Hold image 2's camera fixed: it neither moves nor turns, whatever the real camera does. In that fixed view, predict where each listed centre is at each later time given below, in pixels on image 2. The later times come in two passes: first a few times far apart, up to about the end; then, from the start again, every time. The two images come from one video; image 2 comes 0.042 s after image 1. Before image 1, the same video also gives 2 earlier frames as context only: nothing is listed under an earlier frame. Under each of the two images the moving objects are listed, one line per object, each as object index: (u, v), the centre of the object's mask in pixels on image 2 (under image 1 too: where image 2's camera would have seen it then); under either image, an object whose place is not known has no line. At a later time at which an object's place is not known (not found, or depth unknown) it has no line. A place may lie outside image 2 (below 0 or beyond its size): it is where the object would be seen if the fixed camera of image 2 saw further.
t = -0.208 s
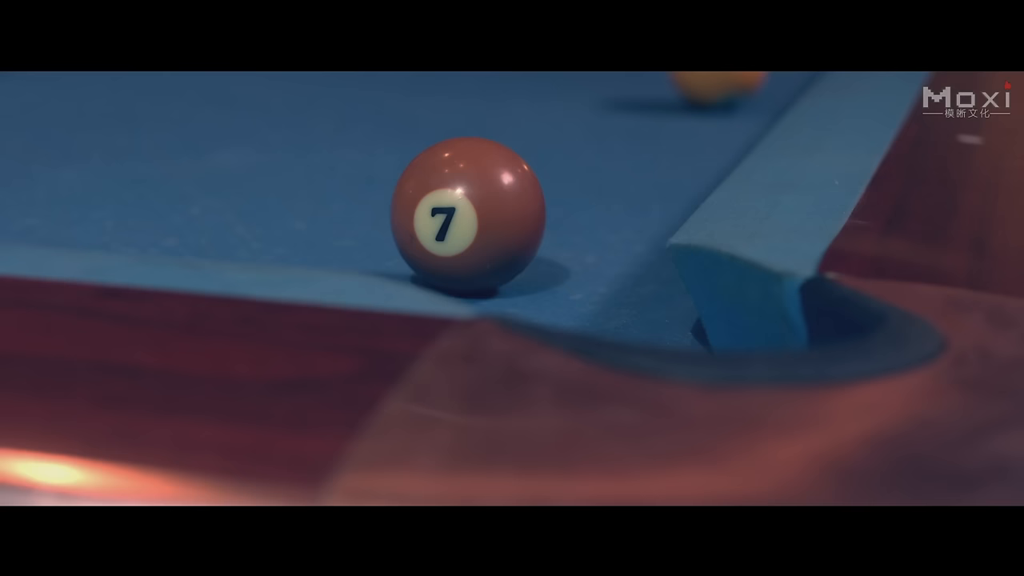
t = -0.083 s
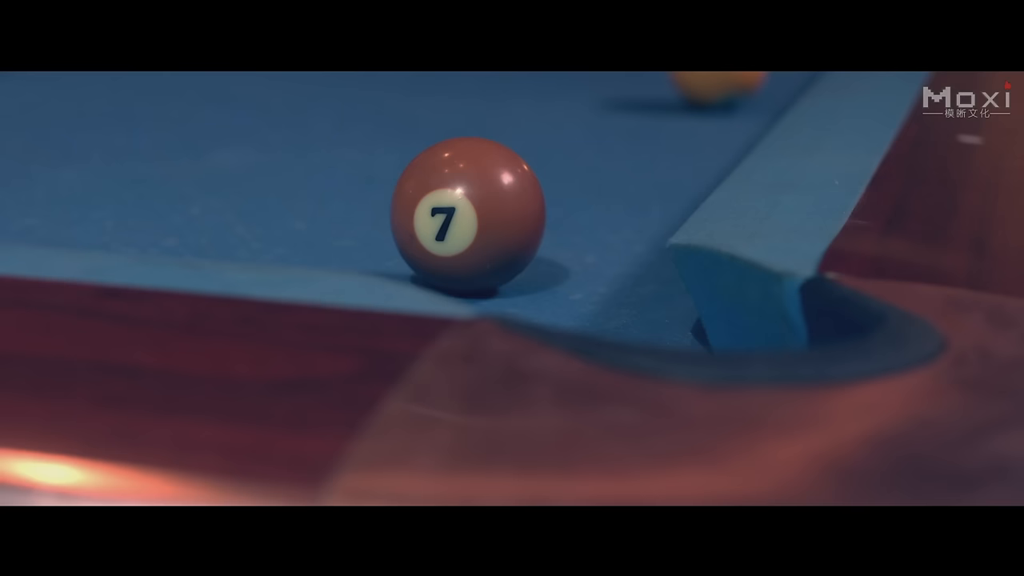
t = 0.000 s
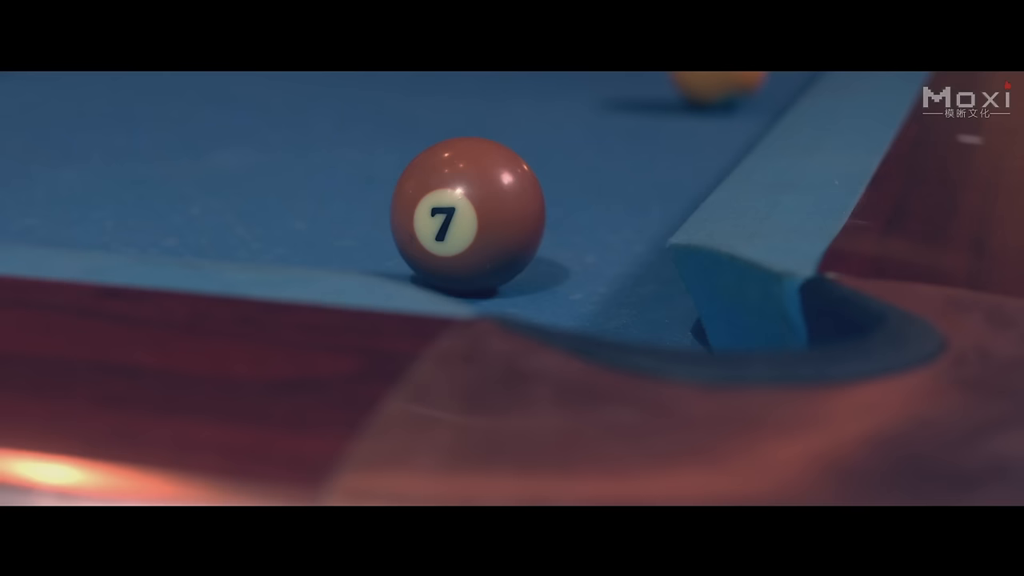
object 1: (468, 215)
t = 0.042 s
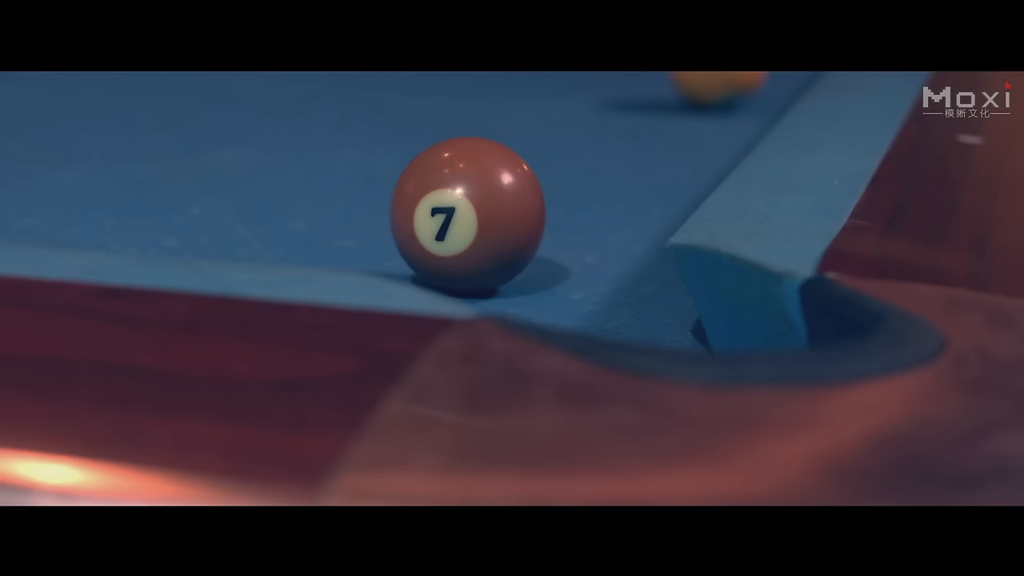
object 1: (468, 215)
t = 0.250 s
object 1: (468, 215)
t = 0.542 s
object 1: (468, 215)
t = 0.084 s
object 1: (468, 215)
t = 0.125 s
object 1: (468, 215)
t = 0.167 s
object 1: (468, 215)
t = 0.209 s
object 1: (468, 215)
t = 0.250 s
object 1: (468, 215)
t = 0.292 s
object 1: (468, 215)
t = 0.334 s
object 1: (468, 215)
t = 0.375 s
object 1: (468, 215)
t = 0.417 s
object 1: (468, 215)
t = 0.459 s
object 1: (468, 215)
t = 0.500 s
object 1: (468, 215)
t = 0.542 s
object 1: (468, 215)
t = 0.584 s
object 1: (453, 245)
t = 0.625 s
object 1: (545, 277)
